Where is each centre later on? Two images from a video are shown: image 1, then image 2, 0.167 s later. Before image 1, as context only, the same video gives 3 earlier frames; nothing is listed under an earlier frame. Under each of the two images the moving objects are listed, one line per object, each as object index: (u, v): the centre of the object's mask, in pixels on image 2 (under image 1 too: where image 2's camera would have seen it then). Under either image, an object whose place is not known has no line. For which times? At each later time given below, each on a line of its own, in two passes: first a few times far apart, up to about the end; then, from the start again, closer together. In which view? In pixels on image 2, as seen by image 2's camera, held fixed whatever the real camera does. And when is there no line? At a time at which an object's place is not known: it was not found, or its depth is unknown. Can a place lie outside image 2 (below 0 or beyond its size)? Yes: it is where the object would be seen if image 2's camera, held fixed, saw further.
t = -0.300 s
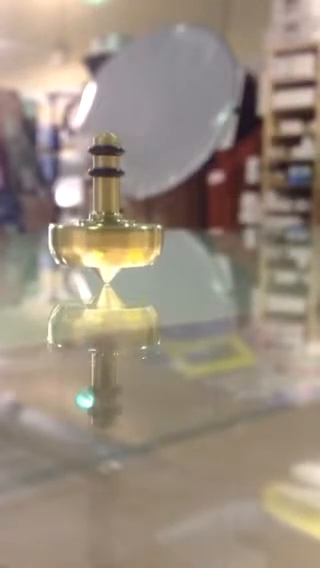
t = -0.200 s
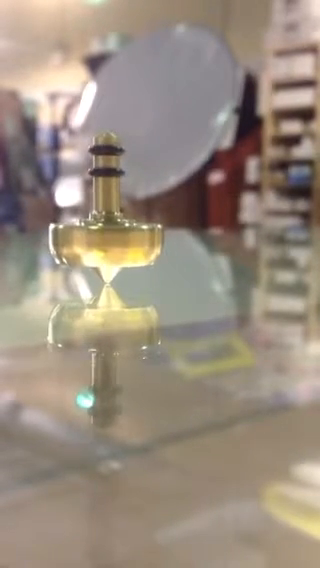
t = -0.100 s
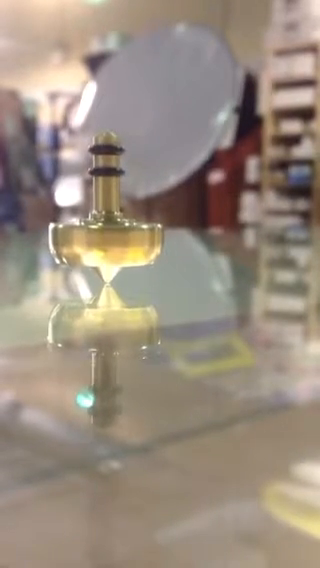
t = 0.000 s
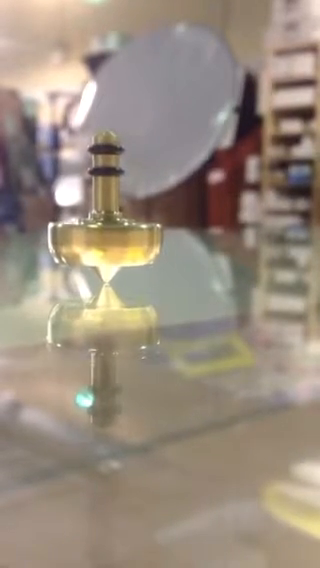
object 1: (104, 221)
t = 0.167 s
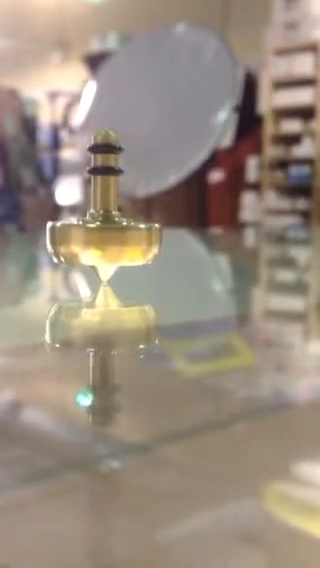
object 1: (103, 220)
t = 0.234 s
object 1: (103, 221)
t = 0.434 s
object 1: (103, 220)
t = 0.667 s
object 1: (104, 220)
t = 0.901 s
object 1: (103, 220)
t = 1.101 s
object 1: (101, 220)
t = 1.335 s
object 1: (102, 221)
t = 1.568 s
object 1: (103, 221)
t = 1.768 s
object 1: (101, 221)
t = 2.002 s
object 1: (100, 221)
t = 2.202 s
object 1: (101, 221)
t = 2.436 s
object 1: (101, 221)
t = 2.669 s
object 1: (99, 220)
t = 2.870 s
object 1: (99, 220)
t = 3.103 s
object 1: (99, 220)
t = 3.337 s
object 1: (99, 221)
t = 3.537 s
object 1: (98, 221)
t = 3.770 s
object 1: (98, 221)
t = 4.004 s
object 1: (98, 221)
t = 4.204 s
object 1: (98, 221)
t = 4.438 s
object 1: (97, 221)
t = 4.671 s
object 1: (97, 222)
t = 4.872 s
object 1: (98, 222)
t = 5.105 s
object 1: (100, 222)
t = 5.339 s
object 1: (102, 222)
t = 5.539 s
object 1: (103, 222)
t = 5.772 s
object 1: (103, 222)
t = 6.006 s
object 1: (102, 222)
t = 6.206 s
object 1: (101, 222)
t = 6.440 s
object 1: (101, 223)
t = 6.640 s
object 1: (102, 223)
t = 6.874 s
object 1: (107, 224)
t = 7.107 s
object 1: (106, 226)
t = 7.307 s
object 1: (101, 227)
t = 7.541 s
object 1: (96, 227)
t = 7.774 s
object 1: (97, 228)
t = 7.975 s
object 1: (97, 229)
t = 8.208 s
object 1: (96, 228)
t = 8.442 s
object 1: (93, 229)
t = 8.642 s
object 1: (92, 229)
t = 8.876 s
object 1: (92, 229)
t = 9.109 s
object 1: (92, 229)
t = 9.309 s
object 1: (91, 228)
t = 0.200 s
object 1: (103, 220)
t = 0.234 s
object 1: (103, 221)
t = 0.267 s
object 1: (103, 221)
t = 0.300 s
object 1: (103, 220)
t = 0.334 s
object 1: (103, 220)
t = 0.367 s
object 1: (103, 220)
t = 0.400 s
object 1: (103, 220)
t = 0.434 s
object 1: (103, 220)
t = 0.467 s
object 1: (103, 220)
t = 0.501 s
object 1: (103, 220)
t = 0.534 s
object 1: (104, 220)
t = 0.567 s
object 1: (104, 220)
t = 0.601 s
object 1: (104, 220)
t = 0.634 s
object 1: (104, 220)
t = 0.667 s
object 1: (104, 220)
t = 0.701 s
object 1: (104, 220)
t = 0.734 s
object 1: (104, 220)
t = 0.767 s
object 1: (104, 221)
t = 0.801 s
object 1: (104, 220)
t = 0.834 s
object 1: (104, 221)
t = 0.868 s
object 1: (103, 221)
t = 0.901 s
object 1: (103, 220)
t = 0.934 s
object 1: (103, 220)
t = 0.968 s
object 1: (102, 220)
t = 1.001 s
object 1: (102, 220)
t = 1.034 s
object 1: (102, 220)
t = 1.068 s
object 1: (102, 221)
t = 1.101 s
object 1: (101, 220)
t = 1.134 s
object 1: (101, 220)
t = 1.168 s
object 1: (101, 220)
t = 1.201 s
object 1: (101, 220)
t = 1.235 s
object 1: (101, 220)
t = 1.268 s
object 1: (101, 220)
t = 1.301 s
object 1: (102, 221)
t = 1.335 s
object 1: (102, 221)
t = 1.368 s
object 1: (102, 221)
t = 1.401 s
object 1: (102, 221)
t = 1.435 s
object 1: (102, 221)
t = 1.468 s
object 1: (103, 221)
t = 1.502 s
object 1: (103, 221)
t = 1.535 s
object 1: (103, 221)
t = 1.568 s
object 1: (103, 221)
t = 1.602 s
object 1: (103, 221)
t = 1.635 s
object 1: (102, 221)
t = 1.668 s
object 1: (102, 221)
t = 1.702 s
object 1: (102, 221)
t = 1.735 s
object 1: (102, 221)
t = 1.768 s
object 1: (101, 221)
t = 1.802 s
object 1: (101, 221)
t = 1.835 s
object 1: (101, 221)
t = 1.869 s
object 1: (101, 221)
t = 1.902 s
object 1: (100, 221)
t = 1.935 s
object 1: (100, 221)
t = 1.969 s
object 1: (100, 221)
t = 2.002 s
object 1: (100, 221)
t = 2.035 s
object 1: (100, 220)
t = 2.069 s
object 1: (100, 221)
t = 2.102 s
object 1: (100, 221)
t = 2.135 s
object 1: (100, 221)
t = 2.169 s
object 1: (101, 221)
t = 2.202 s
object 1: (101, 221)
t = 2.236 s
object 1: (101, 221)
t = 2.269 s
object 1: (101, 221)
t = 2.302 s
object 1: (101, 221)
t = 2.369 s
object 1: (101, 221)
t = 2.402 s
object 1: (101, 221)
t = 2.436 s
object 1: (101, 221)
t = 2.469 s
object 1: (101, 221)
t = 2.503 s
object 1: (101, 221)
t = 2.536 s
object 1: (101, 220)
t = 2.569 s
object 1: (100, 220)
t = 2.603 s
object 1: (100, 220)
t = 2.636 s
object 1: (100, 220)
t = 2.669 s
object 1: (99, 220)
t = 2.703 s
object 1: (99, 220)
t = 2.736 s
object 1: (99, 220)
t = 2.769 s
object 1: (99, 220)
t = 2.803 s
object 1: (99, 220)
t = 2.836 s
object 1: (99, 220)
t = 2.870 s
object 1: (99, 220)
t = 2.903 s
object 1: (99, 220)
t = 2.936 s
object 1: (99, 220)
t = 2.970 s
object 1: (99, 220)
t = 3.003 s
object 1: (99, 220)
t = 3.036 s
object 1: (99, 220)
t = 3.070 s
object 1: (99, 220)
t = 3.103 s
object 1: (99, 220)
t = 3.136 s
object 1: (100, 220)
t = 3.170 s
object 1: (100, 220)
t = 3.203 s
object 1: (100, 220)
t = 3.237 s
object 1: (100, 220)
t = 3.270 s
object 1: (100, 220)
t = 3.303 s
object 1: (99, 220)
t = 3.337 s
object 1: (99, 221)
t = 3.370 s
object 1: (99, 221)
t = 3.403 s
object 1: (99, 221)
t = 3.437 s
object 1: (99, 221)
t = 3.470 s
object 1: (98, 221)
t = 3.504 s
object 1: (98, 221)
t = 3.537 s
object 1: (98, 221)
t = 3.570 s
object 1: (98, 221)
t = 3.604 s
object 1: (97, 221)
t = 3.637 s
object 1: (98, 221)
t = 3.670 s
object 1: (97, 221)
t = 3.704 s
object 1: (97, 221)
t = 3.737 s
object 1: (97, 221)
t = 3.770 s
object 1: (98, 221)
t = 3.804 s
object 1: (98, 221)
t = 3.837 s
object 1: (98, 221)
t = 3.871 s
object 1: (98, 221)
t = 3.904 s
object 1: (98, 221)
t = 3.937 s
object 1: (98, 221)
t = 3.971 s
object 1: (98, 221)
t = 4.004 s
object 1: (98, 221)
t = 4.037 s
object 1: (98, 221)
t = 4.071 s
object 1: (98, 221)
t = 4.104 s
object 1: (98, 221)
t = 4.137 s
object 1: (98, 221)
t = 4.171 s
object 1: (98, 221)
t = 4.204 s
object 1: (98, 221)
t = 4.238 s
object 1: (98, 221)
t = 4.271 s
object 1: (98, 221)
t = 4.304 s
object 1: (97, 221)
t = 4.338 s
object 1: (97, 221)
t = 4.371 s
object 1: (97, 221)
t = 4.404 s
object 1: (97, 221)
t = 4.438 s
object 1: (97, 221)
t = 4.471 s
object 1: (97, 221)
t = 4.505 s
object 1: (97, 222)
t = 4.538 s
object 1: (97, 222)
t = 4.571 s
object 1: (97, 222)
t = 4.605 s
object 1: (97, 222)
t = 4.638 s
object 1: (97, 222)
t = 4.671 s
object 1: (97, 222)
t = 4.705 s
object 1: (97, 222)
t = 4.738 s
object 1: (97, 222)
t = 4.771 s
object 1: (97, 222)
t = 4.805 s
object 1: (97, 222)
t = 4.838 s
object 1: (98, 222)
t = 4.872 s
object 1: (98, 222)
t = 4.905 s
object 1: (98, 222)
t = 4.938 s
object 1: (98, 222)
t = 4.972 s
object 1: (99, 222)
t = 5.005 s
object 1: (99, 222)
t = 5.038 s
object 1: (99, 222)
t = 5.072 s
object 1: (100, 222)
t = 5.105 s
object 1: (100, 222)
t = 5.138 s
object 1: (100, 222)
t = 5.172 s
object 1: (101, 222)
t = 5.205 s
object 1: (101, 223)
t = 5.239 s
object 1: (101, 222)
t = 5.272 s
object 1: (102, 222)
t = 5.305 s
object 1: (102, 222)
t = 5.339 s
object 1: (102, 222)
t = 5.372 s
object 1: (103, 222)
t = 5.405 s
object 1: (103, 222)
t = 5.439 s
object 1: (103, 222)
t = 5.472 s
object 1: (103, 222)
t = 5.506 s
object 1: (103, 222)
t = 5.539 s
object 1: (103, 222)
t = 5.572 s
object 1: (103, 222)
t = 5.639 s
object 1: (103, 222)
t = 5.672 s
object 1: (103, 222)
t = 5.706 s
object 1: (103, 222)
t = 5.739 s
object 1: (103, 222)
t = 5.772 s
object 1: (103, 222)
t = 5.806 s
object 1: (103, 222)
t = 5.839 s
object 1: (103, 222)
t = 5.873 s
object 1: (103, 222)
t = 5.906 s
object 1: (103, 222)
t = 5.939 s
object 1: (103, 222)
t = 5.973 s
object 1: (102, 222)
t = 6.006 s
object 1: (102, 222)
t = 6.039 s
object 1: (102, 222)
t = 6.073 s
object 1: (102, 222)
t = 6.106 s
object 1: (102, 222)
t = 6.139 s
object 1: (102, 222)
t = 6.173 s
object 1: (101, 222)
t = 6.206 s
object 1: (101, 222)
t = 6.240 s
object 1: (101, 223)
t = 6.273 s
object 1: (101, 223)
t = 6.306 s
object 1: (101, 222)
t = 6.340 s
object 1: (101, 222)
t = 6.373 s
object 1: (101, 223)
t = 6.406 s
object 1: (100, 222)
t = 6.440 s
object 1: (101, 223)
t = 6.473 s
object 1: (101, 223)
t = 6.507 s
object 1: (101, 223)
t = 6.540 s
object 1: (101, 223)
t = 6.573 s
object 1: (102, 223)
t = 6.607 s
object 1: (102, 223)
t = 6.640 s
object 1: (102, 223)
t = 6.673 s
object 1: (103, 223)
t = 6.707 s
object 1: (104, 223)
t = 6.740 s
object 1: (104, 223)
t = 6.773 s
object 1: (105, 223)
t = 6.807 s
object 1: (106, 223)
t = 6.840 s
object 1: (106, 223)
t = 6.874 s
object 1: (107, 224)
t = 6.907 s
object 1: (107, 224)
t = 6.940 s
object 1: (106, 225)
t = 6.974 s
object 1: (106, 225)
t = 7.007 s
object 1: (106, 225)
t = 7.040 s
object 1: (106, 226)
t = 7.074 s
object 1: (106, 226)
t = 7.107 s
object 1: (106, 226)
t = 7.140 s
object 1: (104, 227)
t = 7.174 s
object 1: (103, 227)
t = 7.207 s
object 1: (103, 227)
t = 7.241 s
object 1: (102, 227)
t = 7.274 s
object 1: (101, 226)
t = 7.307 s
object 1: (101, 227)
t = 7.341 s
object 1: (100, 226)
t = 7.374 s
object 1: (99, 227)
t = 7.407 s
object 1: (99, 227)
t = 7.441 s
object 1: (98, 227)
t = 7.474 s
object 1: (97, 227)
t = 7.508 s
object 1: (97, 227)
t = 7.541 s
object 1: (96, 227)
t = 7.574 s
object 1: (96, 228)
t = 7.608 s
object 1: (96, 227)
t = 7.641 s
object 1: (97, 228)
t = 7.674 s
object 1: (97, 228)
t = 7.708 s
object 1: (97, 228)
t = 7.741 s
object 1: (97, 228)
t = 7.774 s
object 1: (97, 228)
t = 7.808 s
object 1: (97, 229)
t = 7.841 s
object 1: (97, 229)
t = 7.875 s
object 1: (97, 229)
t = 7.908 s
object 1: (97, 229)
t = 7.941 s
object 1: (97, 228)
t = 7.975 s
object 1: (97, 229)
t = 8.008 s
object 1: (97, 229)
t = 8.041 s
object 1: (97, 229)
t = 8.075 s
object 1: (96, 229)
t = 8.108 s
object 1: (96, 228)
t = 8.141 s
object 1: (96, 228)
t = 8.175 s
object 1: (96, 228)
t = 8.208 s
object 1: (96, 228)
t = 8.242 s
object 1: (95, 229)
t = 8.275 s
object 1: (95, 229)
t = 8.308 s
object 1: (95, 229)
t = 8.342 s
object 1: (94, 229)
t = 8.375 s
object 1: (94, 229)
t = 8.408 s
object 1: (94, 229)
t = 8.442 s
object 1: (93, 229)
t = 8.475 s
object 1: (93, 229)
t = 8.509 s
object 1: (93, 229)
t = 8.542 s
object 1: (92, 229)
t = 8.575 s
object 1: (92, 229)
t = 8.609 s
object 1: (92, 229)
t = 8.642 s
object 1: (92, 229)
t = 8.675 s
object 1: (92, 229)
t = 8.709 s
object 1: (92, 229)
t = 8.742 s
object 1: (92, 229)
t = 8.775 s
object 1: (92, 229)
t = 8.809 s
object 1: (92, 229)
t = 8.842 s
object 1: (92, 229)
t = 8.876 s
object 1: (92, 229)
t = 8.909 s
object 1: (92, 229)
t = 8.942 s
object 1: (92, 229)
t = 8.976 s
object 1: (92, 229)
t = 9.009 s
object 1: (92, 229)
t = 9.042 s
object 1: (92, 229)
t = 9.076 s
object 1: (92, 229)
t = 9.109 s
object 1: (92, 229)
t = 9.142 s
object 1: (92, 228)
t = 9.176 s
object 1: (92, 229)
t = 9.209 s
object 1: (91, 229)
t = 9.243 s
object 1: (91, 229)
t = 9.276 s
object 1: (91, 229)
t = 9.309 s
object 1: (91, 228)
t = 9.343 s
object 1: (91, 228)
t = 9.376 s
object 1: (91, 228)
